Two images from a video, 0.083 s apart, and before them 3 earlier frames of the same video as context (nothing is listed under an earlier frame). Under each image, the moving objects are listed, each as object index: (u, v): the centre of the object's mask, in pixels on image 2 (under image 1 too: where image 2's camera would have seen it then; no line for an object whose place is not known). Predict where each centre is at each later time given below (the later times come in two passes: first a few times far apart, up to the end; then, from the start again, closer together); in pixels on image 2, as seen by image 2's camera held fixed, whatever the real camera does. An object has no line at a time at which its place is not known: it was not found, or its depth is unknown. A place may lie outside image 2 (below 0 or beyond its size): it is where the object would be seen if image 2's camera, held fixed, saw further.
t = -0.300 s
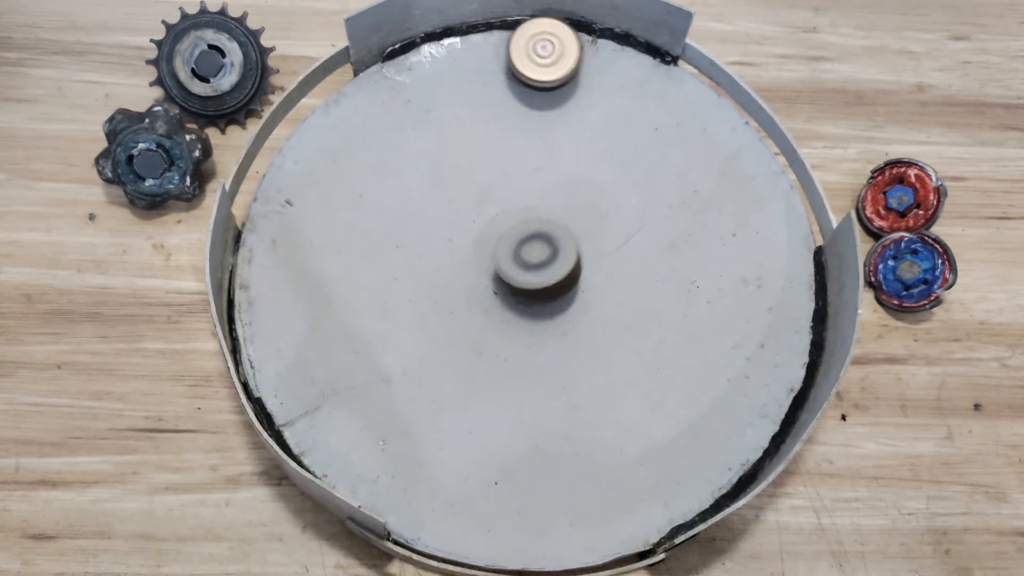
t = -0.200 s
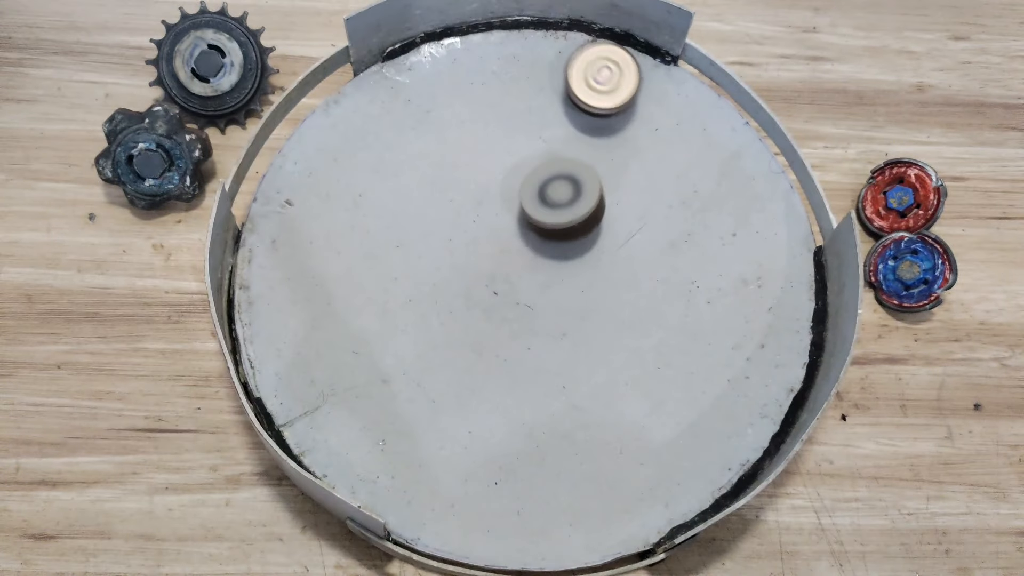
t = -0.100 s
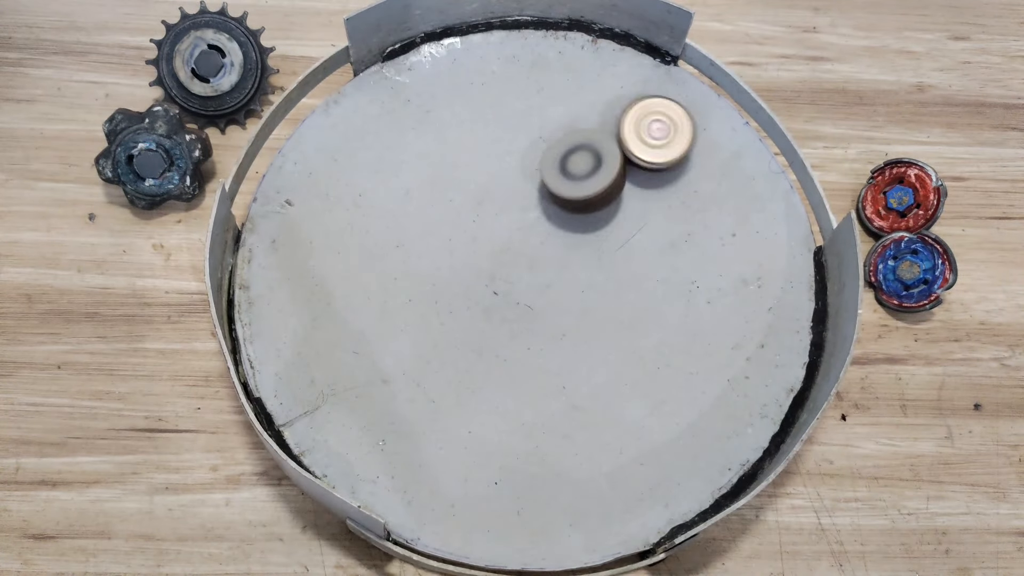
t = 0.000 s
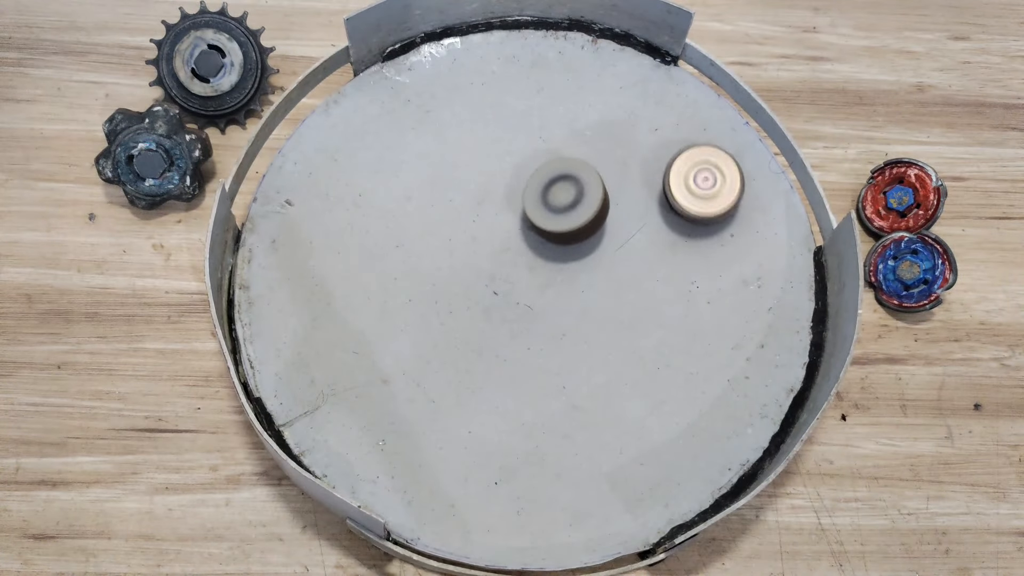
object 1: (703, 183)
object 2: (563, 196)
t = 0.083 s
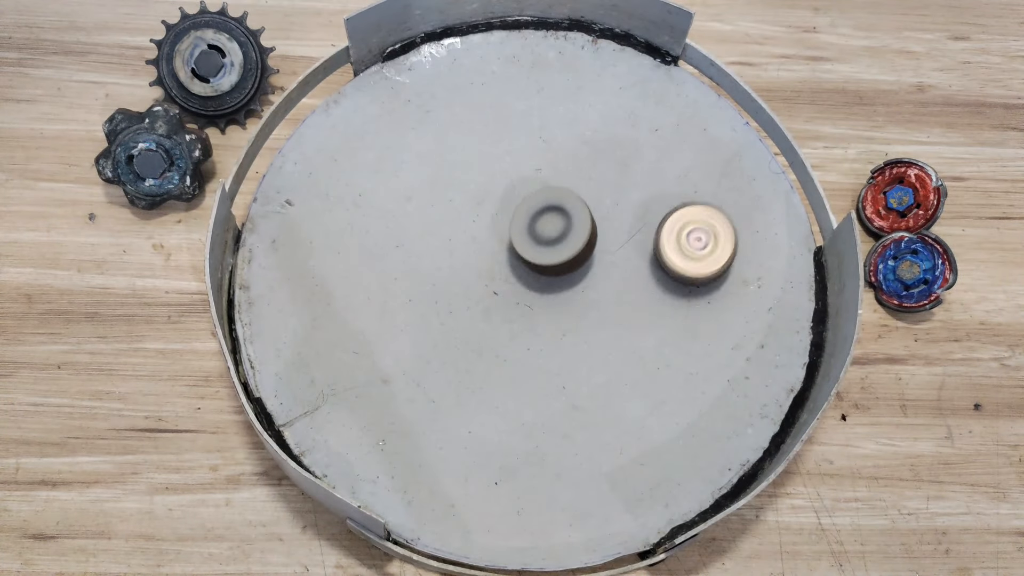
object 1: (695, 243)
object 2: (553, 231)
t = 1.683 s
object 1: (358, 459)
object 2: (446, 338)
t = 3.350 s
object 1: (429, 159)
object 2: (580, 237)
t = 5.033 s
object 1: (665, 148)
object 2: (458, 321)
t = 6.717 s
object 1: (529, 481)
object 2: (510, 244)
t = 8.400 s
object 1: (353, 229)
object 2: (518, 277)
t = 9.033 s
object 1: (705, 302)
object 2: (520, 261)
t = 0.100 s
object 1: (689, 255)
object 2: (550, 236)
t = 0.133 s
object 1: (670, 280)
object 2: (545, 248)
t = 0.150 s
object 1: (659, 291)
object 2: (542, 254)
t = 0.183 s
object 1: (630, 316)
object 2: (536, 264)
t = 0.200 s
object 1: (616, 326)
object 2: (533, 269)
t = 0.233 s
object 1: (581, 346)
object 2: (527, 276)
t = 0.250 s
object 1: (564, 354)
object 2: (522, 279)
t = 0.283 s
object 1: (535, 376)
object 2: (505, 271)
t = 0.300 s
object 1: (521, 386)
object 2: (498, 268)
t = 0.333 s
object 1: (489, 401)
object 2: (483, 258)
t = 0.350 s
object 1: (474, 405)
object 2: (478, 254)
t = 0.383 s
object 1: (443, 411)
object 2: (466, 244)
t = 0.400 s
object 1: (428, 412)
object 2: (462, 238)
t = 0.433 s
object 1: (396, 410)
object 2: (455, 228)
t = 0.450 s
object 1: (380, 406)
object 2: (453, 224)
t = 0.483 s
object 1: (349, 398)
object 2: (450, 213)
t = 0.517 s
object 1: (320, 383)
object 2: (449, 204)
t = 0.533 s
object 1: (306, 376)
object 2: (448, 199)
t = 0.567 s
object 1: (283, 356)
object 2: (449, 191)
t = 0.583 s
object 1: (274, 345)
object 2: (450, 187)
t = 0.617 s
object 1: (277, 317)
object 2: (454, 180)
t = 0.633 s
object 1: (278, 303)
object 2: (455, 177)
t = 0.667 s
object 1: (286, 277)
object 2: (459, 172)
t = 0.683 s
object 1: (290, 263)
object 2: (461, 171)
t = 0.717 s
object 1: (299, 237)
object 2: (465, 168)
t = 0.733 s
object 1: (304, 225)
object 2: (467, 167)
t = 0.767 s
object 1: (315, 201)
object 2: (472, 167)
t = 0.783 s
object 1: (322, 189)
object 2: (473, 168)
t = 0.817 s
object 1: (338, 169)
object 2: (477, 170)
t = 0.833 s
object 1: (346, 160)
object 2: (478, 172)
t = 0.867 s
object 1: (365, 144)
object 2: (481, 177)
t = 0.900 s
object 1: (387, 132)
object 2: (482, 183)
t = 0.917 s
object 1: (399, 128)
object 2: (484, 186)
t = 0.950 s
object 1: (423, 123)
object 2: (483, 194)
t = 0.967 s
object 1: (437, 122)
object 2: (484, 198)
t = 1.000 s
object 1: (465, 125)
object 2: (484, 207)
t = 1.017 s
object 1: (480, 127)
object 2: (484, 212)
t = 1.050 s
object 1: (511, 136)
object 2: (484, 222)
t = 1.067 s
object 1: (527, 141)
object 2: (483, 228)
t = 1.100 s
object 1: (557, 156)
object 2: (482, 240)
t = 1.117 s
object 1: (572, 166)
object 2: (482, 245)
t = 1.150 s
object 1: (599, 186)
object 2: (481, 256)
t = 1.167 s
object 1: (611, 198)
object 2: (481, 262)
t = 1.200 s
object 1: (632, 225)
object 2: (480, 272)
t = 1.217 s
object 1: (641, 238)
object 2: (480, 277)
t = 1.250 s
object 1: (654, 267)
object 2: (479, 285)
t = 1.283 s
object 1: (660, 297)
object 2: (477, 293)
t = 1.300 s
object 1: (660, 314)
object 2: (476, 297)
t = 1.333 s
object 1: (656, 344)
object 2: (474, 303)
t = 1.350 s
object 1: (651, 359)
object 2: (473, 305)
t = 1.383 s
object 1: (637, 387)
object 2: (471, 311)
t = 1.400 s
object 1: (628, 401)
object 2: (470, 314)
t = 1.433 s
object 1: (607, 426)
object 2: (468, 319)
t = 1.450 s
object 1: (594, 437)
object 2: (466, 321)
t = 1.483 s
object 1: (565, 456)
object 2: (463, 324)
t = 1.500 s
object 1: (549, 464)
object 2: (461, 325)
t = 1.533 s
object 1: (514, 476)
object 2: (459, 328)
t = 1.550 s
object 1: (496, 479)
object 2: (457, 329)
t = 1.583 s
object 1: (459, 480)
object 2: (453, 332)
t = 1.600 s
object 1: (442, 479)
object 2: (452, 333)
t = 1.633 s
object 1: (405, 475)
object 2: (449, 335)
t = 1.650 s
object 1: (389, 472)
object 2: (448, 336)
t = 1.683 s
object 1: (358, 459)
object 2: (446, 338)
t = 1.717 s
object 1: (337, 439)
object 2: (445, 339)
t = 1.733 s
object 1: (327, 427)
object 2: (444, 340)
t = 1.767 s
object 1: (311, 402)
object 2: (444, 342)
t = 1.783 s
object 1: (305, 389)
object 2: (444, 343)
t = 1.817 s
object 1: (293, 362)
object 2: (445, 345)
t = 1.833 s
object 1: (290, 348)
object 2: (446, 345)
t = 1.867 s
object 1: (288, 320)
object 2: (448, 347)
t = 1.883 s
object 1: (290, 307)
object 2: (449, 348)
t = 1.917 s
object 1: (297, 282)
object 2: (450, 348)
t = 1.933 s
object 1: (301, 269)
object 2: (452, 349)
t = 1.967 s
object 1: (312, 244)
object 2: (454, 348)
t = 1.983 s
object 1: (319, 232)
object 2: (455, 348)
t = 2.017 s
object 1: (335, 209)
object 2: (460, 348)
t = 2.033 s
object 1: (344, 197)
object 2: (462, 347)
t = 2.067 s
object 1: (365, 177)
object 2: (468, 347)
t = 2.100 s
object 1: (389, 160)
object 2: (472, 345)
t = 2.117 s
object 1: (402, 153)
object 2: (476, 345)
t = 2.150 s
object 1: (430, 143)
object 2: (481, 343)
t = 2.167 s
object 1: (444, 139)
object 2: (484, 343)
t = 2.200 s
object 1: (474, 135)
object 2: (491, 341)
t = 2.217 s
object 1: (490, 135)
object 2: (494, 340)
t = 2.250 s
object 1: (522, 137)
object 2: (503, 338)
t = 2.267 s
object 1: (538, 140)
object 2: (506, 337)
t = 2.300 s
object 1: (568, 149)
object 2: (514, 336)
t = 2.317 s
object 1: (584, 155)
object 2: (518, 334)
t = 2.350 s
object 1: (613, 170)
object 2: (525, 332)
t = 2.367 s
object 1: (627, 179)
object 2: (530, 331)
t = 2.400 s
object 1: (651, 198)
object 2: (537, 330)
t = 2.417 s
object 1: (662, 209)
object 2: (541, 329)
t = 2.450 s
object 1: (679, 230)
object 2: (548, 327)
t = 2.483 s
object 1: (692, 255)
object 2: (556, 326)
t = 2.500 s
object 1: (696, 267)
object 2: (560, 325)
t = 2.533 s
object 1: (701, 295)
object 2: (565, 324)
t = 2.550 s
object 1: (702, 309)
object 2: (568, 323)
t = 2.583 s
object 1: (698, 337)
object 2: (574, 322)
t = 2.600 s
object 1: (694, 351)
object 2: (576, 322)
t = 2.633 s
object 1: (681, 379)
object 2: (581, 320)
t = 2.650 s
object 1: (673, 394)
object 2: (583, 320)
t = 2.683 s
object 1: (652, 421)
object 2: (586, 319)
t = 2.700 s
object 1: (641, 433)
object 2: (588, 317)
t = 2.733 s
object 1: (613, 454)
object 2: (589, 316)
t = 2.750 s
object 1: (598, 463)
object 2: (591, 314)
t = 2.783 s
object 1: (564, 477)
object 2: (592, 311)
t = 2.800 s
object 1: (546, 482)
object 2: (593, 311)
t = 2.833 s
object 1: (510, 485)
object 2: (594, 308)
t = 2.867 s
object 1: (476, 482)
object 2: (594, 307)
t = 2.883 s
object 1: (460, 477)
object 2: (595, 305)
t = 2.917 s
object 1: (429, 464)
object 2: (596, 301)
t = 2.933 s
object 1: (416, 457)
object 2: (595, 301)
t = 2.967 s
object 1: (389, 439)
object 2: (596, 297)
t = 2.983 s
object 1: (377, 430)
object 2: (595, 295)
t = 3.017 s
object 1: (358, 409)
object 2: (594, 291)
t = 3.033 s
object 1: (349, 395)
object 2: (594, 289)
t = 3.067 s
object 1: (335, 370)
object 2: (592, 283)
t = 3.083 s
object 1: (331, 356)
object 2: (592, 282)
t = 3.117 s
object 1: (326, 328)
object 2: (592, 276)
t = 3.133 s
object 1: (326, 314)
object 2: (590, 273)
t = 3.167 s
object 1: (331, 286)
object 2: (588, 269)
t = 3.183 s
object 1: (335, 272)
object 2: (588, 266)
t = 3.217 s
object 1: (346, 244)
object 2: (586, 260)
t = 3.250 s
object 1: (362, 219)
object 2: (585, 255)
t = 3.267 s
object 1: (371, 207)
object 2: (584, 252)
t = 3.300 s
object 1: (392, 185)
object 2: (582, 246)
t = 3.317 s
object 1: (403, 175)
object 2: (581, 244)
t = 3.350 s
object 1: (429, 159)
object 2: (580, 237)
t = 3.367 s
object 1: (442, 153)
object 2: (580, 237)
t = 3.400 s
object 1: (470, 145)
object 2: (579, 230)
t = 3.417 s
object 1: (485, 140)
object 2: (579, 228)
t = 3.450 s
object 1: (514, 138)
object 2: (577, 222)
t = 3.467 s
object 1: (528, 137)
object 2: (578, 219)
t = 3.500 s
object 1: (558, 138)
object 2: (577, 215)
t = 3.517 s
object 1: (572, 140)
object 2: (577, 212)
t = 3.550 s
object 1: (599, 138)
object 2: (580, 225)
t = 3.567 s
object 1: (612, 137)
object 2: (580, 233)
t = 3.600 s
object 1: (637, 138)
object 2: (580, 247)
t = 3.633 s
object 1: (661, 143)
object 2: (579, 258)
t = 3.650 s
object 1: (672, 148)
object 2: (576, 263)
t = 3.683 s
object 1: (693, 159)
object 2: (570, 273)
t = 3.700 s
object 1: (703, 166)
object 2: (566, 277)
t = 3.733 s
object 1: (720, 182)
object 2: (556, 283)
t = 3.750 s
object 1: (727, 191)
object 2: (550, 285)
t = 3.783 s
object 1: (736, 212)
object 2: (539, 289)
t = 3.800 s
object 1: (738, 223)
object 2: (533, 290)
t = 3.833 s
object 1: (741, 247)
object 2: (515, 290)
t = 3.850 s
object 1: (740, 259)
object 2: (509, 289)
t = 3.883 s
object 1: (735, 284)
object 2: (497, 287)
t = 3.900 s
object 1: (732, 296)
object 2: (490, 284)
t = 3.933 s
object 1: (720, 319)
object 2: (479, 279)
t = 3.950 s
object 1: (713, 330)
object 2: (475, 275)
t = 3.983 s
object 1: (694, 354)
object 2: (468, 268)
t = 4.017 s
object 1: (672, 376)
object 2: (460, 259)
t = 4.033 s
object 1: (659, 387)
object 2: (458, 256)
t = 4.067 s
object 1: (631, 407)
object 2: (457, 247)
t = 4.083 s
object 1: (615, 416)
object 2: (457, 242)
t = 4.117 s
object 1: (580, 430)
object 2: (456, 234)
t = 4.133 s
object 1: (561, 435)
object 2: (457, 231)
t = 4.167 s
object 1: (523, 439)
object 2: (463, 224)
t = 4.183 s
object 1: (504, 437)
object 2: (465, 222)
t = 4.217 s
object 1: (472, 431)
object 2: (471, 219)
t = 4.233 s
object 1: (455, 425)
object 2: (474, 218)
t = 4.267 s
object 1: (425, 410)
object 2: (481, 217)
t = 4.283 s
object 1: (411, 401)
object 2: (484, 218)
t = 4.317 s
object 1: (385, 380)
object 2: (489, 220)
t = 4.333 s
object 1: (373, 367)
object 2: (491, 223)
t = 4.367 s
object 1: (355, 342)
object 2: (495, 231)
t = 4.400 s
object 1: (342, 314)
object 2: (498, 241)
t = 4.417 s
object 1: (337, 300)
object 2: (501, 247)
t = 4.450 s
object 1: (334, 272)
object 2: (504, 257)
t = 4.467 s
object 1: (334, 257)
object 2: (504, 263)
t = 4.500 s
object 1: (336, 229)
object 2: (504, 272)
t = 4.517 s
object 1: (339, 215)
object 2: (504, 276)
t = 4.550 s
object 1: (347, 188)
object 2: (502, 284)
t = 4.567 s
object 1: (352, 176)
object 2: (501, 287)
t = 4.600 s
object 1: (365, 153)
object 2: (497, 294)
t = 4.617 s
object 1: (371, 141)
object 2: (495, 297)
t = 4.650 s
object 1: (388, 123)
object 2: (490, 301)
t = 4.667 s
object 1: (398, 114)
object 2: (486, 304)
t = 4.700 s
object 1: (417, 99)
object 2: (480, 309)
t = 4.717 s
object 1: (427, 94)
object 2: (477, 311)
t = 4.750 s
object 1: (450, 85)
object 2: (469, 315)
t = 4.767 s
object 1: (461, 81)
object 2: (465, 317)
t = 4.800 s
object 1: (484, 79)
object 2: (460, 321)
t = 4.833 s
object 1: (510, 80)
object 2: (455, 322)
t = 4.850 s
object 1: (524, 81)
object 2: (453, 323)
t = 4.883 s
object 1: (552, 87)
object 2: (449, 323)
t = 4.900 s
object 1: (566, 90)
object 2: (449, 324)
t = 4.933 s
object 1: (592, 100)
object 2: (449, 323)
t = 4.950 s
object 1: (605, 107)
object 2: (450, 323)
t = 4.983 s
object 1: (631, 121)
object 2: (452, 322)
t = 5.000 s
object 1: (643, 130)
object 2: (454, 322)
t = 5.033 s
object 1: (665, 148)
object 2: (458, 321)
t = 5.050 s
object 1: (675, 159)
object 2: (461, 320)
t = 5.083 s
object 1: (690, 182)
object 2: (467, 318)
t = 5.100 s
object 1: (696, 194)
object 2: (469, 317)
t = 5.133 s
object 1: (702, 220)
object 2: (474, 316)
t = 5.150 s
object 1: (703, 233)
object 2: (477, 316)
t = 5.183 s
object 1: (699, 262)
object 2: (484, 314)
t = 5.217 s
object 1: (691, 292)
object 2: (489, 315)
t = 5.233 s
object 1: (686, 307)
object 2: (492, 314)
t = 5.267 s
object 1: (670, 335)
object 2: (501, 314)
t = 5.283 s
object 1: (661, 348)
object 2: (504, 314)
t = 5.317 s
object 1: (639, 373)
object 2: (511, 313)
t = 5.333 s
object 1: (626, 385)
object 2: (514, 313)
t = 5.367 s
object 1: (599, 406)
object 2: (519, 312)
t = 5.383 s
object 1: (583, 415)
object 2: (521, 311)
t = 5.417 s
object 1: (551, 429)
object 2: (525, 309)
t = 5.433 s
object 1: (534, 434)
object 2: (526, 308)
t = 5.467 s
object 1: (499, 438)
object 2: (527, 307)
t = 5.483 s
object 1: (482, 437)
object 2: (527, 307)
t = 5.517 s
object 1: (449, 431)
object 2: (528, 305)
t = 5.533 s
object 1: (434, 428)
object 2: (528, 305)
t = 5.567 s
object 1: (403, 418)
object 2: (529, 303)
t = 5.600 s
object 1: (372, 404)
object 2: (527, 301)
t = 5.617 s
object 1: (359, 397)
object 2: (527, 301)
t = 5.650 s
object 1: (334, 379)
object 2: (527, 301)
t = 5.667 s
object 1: (322, 367)
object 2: (527, 300)
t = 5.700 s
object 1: (304, 346)
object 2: (530, 299)
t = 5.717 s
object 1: (297, 334)
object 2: (531, 298)
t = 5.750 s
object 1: (288, 310)
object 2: (535, 295)
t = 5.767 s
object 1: (286, 298)
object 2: (537, 294)
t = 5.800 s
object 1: (284, 273)
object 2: (541, 289)
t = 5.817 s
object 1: (284, 260)
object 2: (544, 288)
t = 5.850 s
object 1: (285, 236)
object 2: (546, 282)
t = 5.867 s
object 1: (287, 224)
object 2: (546, 281)
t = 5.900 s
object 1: (294, 201)
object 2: (546, 279)
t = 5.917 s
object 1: (299, 190)
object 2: (546, 278)
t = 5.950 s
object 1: (312, 169)
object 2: (546, 277)
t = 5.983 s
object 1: (329, 150)
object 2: (544, 276)
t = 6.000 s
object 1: (338, 141)
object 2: (543, 276)
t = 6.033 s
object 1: (359, 127)
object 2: (540, 276)
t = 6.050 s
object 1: (370, 122)
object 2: (539, 277)
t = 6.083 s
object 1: (393, 115)
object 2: (538, 278)
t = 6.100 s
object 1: (406, 114)
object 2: (538, 278)
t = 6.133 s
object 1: (431, 114)
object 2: (539, 278)
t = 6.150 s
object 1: (445, 116)
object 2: (539, 277)
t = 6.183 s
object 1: (475, 123)
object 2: (538, 275)
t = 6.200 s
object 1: (491, 127)
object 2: (537, 273)
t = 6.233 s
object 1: (522, 137)
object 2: (536, 268)
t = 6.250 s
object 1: (539, 144)
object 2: (535, 266)
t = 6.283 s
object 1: (570, 161)
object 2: (534, 261)
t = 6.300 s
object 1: (584, 170)
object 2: (533, 259)
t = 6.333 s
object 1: (611, 193)
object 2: (529, 256)
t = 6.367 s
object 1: (634, 218)
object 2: (527, 255)
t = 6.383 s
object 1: (643, 232)
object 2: (526, 256)
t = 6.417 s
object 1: (658, 261)
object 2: (525, 256)
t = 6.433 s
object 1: (662, 275)
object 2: (524, 256)
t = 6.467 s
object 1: (667, 306)
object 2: (524, 256)
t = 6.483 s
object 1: (667, 322)
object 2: (524, 256)
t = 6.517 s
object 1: (661, 352)
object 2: (524, 256)
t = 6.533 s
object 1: (657, 366)
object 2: (523, 256)
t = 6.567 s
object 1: (643, 396)
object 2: (523, 256)
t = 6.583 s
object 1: (634, 410)
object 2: (522, 254)
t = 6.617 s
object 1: (613, 434)
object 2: (521, 252)
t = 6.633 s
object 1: (601, 445)
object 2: (519, 251)
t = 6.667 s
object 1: (574, 463)
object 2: (517, 249)
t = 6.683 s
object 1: (560, 471)
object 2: (514, 246)
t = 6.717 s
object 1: (529, 481)
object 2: (510, 244)
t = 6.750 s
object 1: (495, 486)
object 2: (507, 244)
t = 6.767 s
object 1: (478, 487)
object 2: (506, 244)
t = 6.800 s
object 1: (445, 483)
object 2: (506, 245)
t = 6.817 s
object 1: (428, 480)
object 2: (506, 245)
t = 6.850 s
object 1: (398, 473)
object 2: (507, 246)
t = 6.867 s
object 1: (383, 468)
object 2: (508, 246)
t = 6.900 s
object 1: (355, 458)
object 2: (509, 246)
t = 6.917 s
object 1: (345, 451)
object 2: (510, 246)
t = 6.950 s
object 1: (329, 428)
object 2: (511, 246)
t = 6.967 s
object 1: (323, 415)
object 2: (511, 246)
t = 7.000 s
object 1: (313, 389)
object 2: (509, 245)
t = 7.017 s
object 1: (309, 376)
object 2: (508, 245)
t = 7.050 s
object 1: (306, 349)
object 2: (503, 246)
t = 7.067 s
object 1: (306, 334)
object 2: (500, 247)
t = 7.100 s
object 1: (311, 308)
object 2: (495, 250)
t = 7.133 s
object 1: (321, 281)
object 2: (491, 253)
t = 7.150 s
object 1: (327, 268)
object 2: (489, 254)
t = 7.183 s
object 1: (341, 242)
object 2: (488, 255)
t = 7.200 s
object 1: (351, 230)
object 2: (488, 256)
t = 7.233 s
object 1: (370, 207)
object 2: (488, 256)
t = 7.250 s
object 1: (381, 197)
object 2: (489, 257)
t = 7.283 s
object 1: (405, 179)
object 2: (491, 256)
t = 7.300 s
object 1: (419, 171)
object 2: (492, 256)
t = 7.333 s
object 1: (447, 159)
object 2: (495, 255)
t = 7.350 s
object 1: (462, 155)
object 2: (496, 254)
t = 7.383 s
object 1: (493, 149)
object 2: (497, 252)
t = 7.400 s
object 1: (509, 147)
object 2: (498, 252)
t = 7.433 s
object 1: (539, 150)
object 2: (498, 251)
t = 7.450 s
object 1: (554, 152)
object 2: (497, 251)
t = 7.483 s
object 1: (584, 160)
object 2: (496, 252)
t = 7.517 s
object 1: (611, 171)
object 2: (495, 255)
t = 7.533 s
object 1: (625, 180)
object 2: (494, 257)
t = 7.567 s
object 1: (647, 197)
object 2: (495, 262)
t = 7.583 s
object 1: (658, 207)
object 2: (496, 264)
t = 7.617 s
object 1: (675, 227)
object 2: (499, 270)
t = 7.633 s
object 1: (682, 239)
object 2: (501, 274)
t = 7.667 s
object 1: (692, 265)
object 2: (504, 278)
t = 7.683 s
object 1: (695, 278)
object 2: (505, 279)
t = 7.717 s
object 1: (699, 305)
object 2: (507, 282)
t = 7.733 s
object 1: (699, 318)
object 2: (507, 283)
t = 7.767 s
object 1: (694, 345)
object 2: (507, 283)
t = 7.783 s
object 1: (690, 358)
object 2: (507, 283)
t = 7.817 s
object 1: (678, 386)
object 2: (506, 283)
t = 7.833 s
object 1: (671, 399)
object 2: (506, 283)
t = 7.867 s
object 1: (652, 424)
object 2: (505, 283)
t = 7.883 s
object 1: (641, 436)
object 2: (504, 282)
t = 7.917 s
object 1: (615, 456)
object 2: (503, 282)
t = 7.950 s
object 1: (586, 471)
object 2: (503, 282)
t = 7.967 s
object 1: (569, 476)
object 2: (502, 282)
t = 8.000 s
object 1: (536, 482)
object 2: (502, 282)
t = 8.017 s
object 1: (518, 482)
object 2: (503, 282)
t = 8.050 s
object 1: (486, 477)
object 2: (504, 282)
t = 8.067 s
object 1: (469, 471)
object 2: (505, 283)
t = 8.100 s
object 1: (441, 456)
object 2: (507, 283)
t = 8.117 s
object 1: (427, 447)
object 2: (509, 283)
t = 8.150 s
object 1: (403, 430)
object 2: (511, 283)
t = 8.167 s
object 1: (391, 419)
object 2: (513, 283)
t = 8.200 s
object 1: (370, 397)
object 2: (516, 282)
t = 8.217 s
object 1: (360, 384)
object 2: (517, 282)
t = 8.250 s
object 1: (346, 358)
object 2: (519, 281)
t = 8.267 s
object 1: (341, 344)
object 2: (519, 281)
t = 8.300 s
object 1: (336, 314)
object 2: (520, 280)
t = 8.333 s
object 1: (336, 286)
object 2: (520, 278)
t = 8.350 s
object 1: (339, 272)
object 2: (519, 278)
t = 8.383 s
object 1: (347, 244)
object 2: (518, 277)
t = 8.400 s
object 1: (353, 229)
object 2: (518, 277)
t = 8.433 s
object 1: (366, 205)
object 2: (517, 277)
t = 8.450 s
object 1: (375, 193)
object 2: (516, 277)
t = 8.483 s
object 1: (394, 172)
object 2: (516, 277)
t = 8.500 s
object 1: (404, 163)
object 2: (516, 277)
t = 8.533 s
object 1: (427, 149)
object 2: (517, 277)
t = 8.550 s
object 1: (440, 142)
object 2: (518, 277)
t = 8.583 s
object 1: (467, 133)
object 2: (519, 275)
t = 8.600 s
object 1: (479, 130)
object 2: (521, 274)
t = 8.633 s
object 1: (506, 125)
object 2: (522, 272)
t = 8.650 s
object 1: (519, 125)
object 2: (523, 271)
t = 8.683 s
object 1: (546, 126)
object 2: (524, 270)
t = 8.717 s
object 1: (571, 130)
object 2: (525, 268)
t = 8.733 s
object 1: (584, 134)
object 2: (525, 267)
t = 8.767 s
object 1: (610, 143)
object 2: (525, 266)
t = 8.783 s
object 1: (622, 149)
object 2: (525, 265)
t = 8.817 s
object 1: (645, 160)
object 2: (525, 264)
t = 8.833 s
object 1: (656, 168)
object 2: (525, 264)
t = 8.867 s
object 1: (676, 184)
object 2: (524, 264)
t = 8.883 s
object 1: (684, 193)
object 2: (524, 264)
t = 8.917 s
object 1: (697, 214)
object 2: (524, 264)
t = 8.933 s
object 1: (702, 225)
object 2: (523, 263)
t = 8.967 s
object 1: (707, 250)
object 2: (522, 262)
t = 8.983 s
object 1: (708, 263)
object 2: (522, 262)
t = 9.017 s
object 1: (707, 289)
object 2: (521, 261)
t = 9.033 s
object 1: (705, 302)
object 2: (520, 261)
